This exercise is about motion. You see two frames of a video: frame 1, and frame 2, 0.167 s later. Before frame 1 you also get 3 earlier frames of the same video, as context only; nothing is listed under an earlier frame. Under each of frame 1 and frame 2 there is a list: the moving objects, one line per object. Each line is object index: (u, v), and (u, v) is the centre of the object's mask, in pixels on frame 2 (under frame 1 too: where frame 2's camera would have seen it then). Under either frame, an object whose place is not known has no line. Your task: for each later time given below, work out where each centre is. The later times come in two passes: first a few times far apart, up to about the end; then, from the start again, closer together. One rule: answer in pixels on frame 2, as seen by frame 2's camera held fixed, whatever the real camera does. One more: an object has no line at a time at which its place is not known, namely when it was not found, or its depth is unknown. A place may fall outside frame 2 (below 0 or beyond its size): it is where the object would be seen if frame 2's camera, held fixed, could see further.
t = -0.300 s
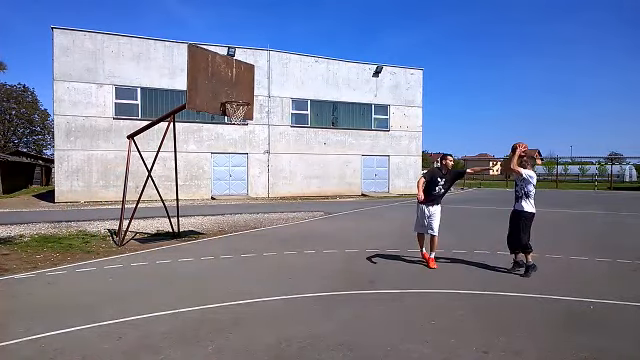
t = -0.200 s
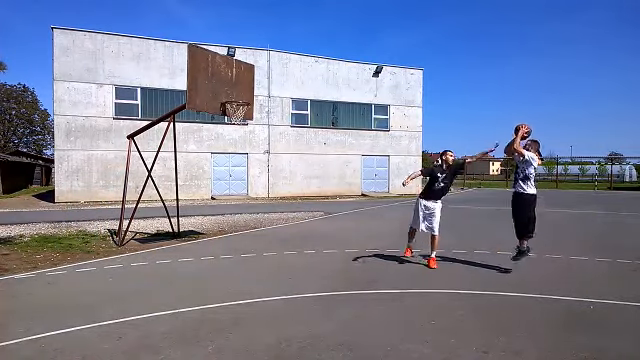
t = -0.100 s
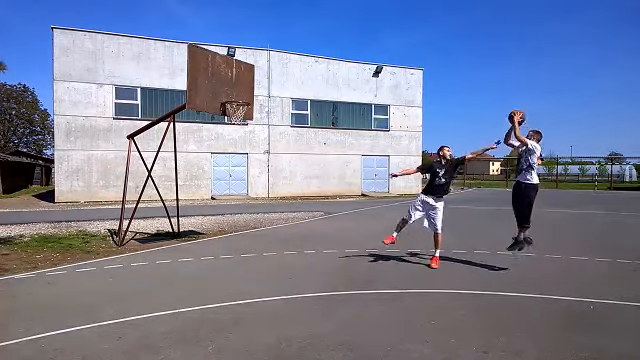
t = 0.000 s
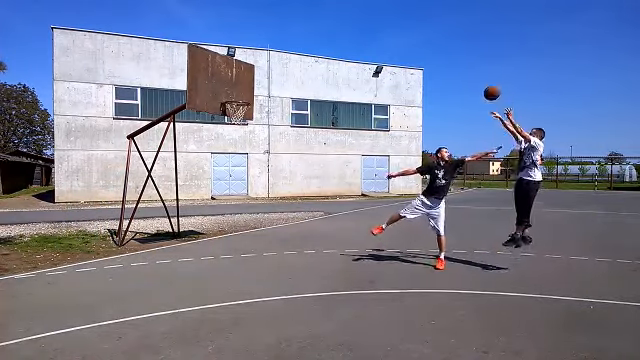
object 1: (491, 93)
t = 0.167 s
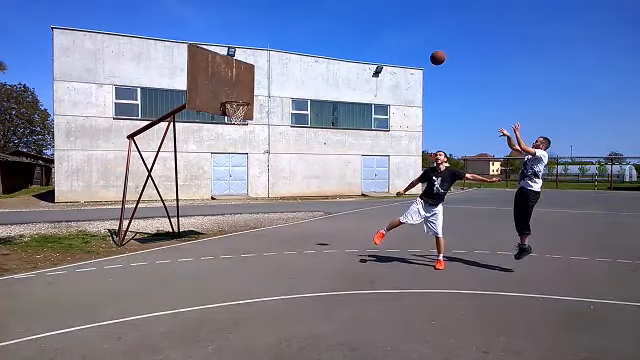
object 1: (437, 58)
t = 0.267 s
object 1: (407, 45)
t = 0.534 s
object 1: (331, 42)
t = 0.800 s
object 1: (263, 77)
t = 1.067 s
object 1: (232, 111)
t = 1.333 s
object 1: (245, 137)
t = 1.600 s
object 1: (257, 194)
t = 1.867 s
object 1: (269, 213)
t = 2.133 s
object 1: (284, 172)
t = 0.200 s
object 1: (427, 53)
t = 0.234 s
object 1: (417, 49)
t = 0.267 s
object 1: (407, 45)
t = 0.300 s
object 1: (397, 43)
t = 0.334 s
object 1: (387, 41)
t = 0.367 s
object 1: (377, 40)
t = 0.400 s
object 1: (368, 39)
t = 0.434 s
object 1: (358, 39)
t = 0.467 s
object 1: (349, 40)
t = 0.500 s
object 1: (340, 41)
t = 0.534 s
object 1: (331, 42)
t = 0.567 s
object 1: (322, 45)
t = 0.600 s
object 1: (313, 48)
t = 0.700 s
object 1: (287, 60)
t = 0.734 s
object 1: (279, 65)
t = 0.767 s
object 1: (271, 71)
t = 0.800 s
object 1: (263, 77)
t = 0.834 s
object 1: (255, 84)
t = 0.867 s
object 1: (247, 91)
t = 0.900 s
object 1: (239, 96)
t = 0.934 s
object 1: (230, 107)
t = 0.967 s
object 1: (229, 108)
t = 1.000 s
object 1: (228, 110)
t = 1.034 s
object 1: (230, 110)
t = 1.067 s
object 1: (232, 111)
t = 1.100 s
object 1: (233, 112)
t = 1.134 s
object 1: (236, 114)
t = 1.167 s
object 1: (235, 115)
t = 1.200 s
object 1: (239, 120)
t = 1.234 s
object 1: (241, 125)
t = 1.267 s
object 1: (242, 128)
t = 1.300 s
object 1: (244, 132)
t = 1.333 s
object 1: (245, 137)
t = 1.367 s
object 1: (247, 142)
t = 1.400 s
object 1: (248, 148)
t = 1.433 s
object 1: (250, 155)
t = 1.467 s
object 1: (251, 162)
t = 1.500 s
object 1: (253, 169)
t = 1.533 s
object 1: (254, 177)
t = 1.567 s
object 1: (255, 185)
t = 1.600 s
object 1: (257, 194)
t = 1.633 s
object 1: (258, 204)
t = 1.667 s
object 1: (259, 213)
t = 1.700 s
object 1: (260, 224)
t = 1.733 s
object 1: (261, 235)
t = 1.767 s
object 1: (263, 237)
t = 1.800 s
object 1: (265, 228)
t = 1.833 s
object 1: (267, 221)
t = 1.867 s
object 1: (269, 213)
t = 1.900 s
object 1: (271, 206)
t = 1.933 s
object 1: (273, 200)
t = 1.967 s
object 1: (275, 194)
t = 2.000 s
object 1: (277, 189)
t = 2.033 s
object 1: (279, 184)
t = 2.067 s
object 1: (281, 179)
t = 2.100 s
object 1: (282, 175)
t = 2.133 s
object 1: (284, 172)
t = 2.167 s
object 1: (286, 169)
